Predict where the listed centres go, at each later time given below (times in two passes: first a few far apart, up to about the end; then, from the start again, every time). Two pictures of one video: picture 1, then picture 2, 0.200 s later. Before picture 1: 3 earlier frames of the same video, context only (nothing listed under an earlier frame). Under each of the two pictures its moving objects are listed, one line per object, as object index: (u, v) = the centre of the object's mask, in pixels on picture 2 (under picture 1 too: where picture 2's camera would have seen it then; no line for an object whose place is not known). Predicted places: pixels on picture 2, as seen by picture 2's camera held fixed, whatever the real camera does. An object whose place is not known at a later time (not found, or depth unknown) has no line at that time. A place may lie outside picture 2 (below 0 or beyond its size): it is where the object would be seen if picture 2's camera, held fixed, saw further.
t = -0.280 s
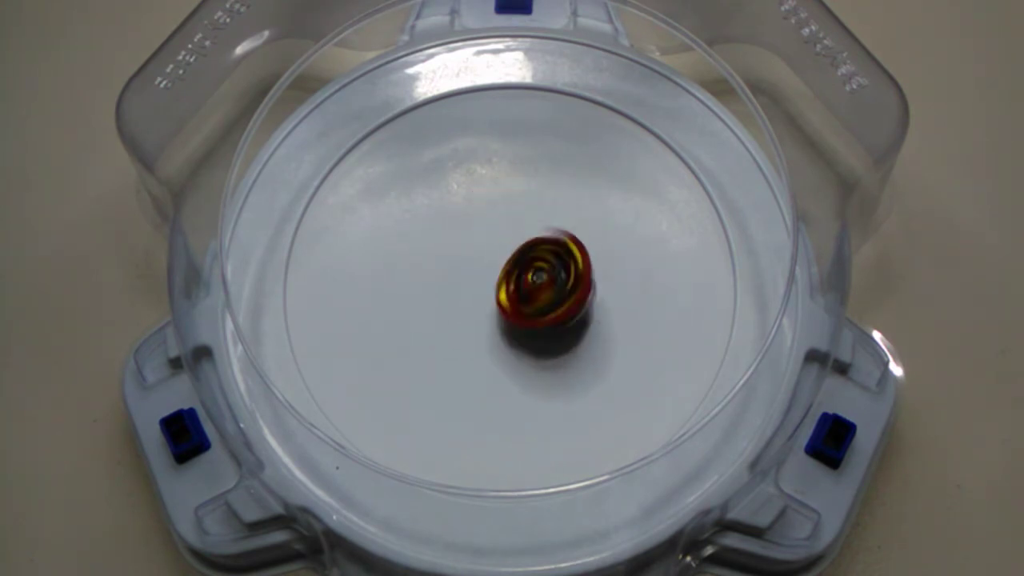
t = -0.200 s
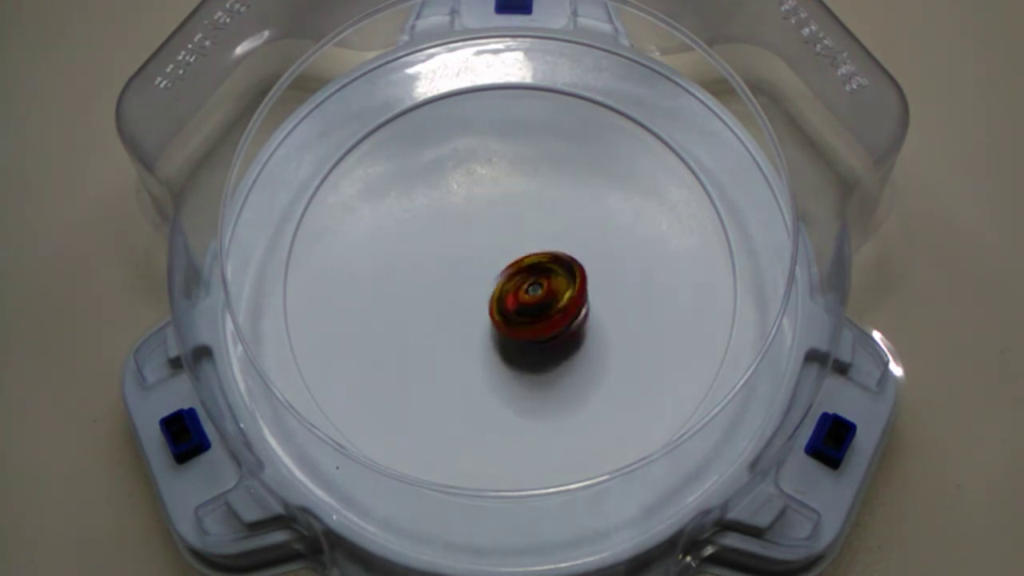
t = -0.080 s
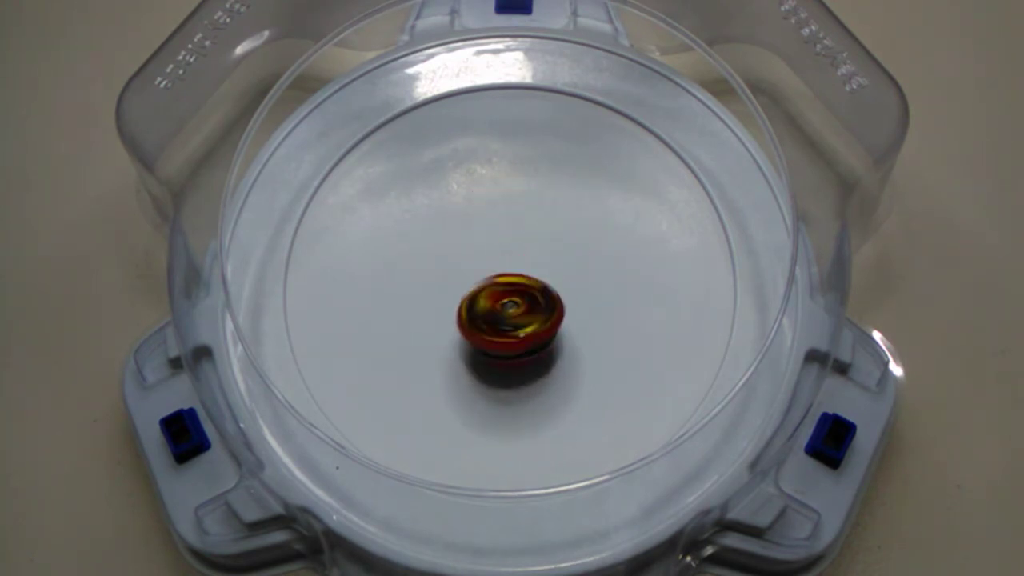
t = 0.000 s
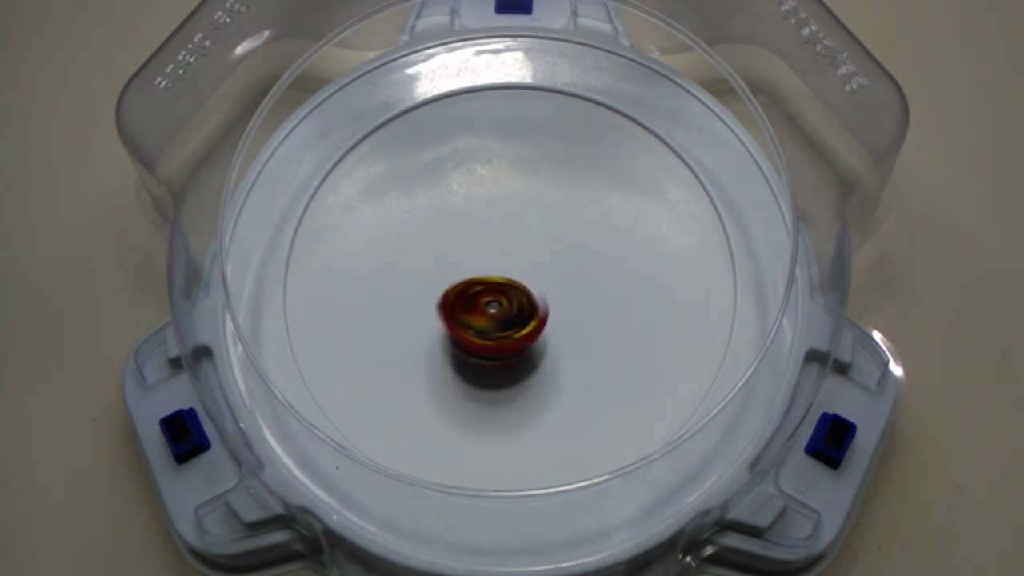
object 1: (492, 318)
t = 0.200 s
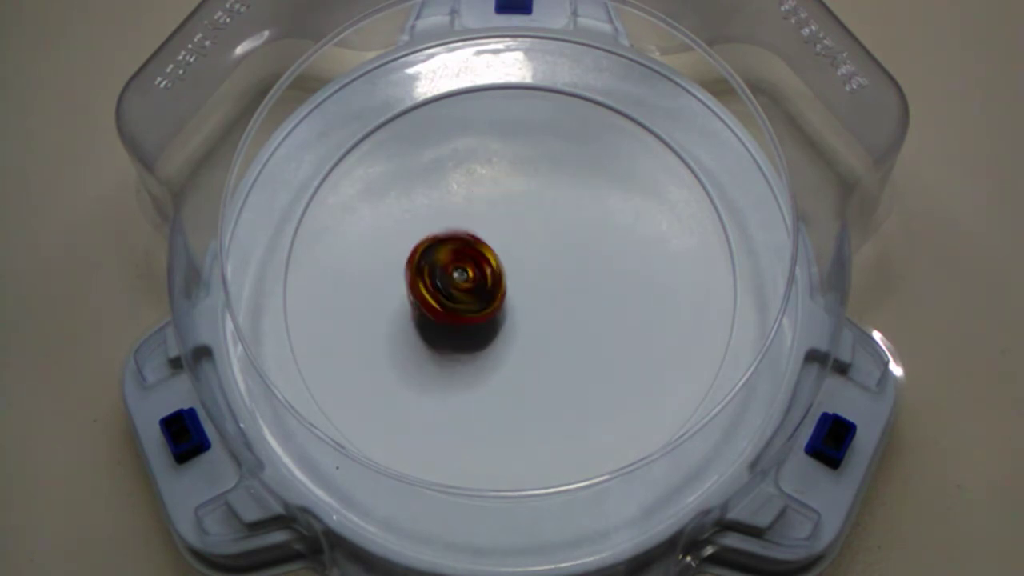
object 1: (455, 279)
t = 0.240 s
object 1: (455, 270)
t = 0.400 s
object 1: (480, 236)
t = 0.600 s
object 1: (528, 240)
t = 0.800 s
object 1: (541, 283)
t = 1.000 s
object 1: (498, 307)
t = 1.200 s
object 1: (464, 273)
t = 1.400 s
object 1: (485, 231)
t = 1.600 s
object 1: (535, 232)
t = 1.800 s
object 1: (551, 277)
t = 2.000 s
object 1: (513, 306)
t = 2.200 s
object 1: (477, 277)
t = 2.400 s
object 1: (495, 238)
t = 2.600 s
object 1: (542, 239)
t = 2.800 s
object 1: (558, 286)
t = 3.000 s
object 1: (516, 315)
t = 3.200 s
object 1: (477, 289)
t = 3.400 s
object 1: (489, 250)
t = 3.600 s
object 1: (524, 246)
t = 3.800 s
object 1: (547, 283)
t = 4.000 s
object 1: (515, 316)
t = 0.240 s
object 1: (455, 270)
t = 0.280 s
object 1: (461, 254)
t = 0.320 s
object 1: (466, 246)
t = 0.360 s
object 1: (472, 240)
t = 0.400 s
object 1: (480, 236)
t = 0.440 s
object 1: (488, 233)
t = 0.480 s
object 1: (504, 231)
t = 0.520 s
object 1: (512, 232)
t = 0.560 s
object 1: (520, 236)
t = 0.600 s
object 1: (528, 240)
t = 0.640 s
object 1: (534, 245)
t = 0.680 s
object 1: (540, 260)
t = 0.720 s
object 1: (543, 269)
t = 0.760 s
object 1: (543, 275)
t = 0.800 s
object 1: (541, 283)
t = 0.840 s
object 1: (536, 291)
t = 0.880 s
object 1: (525, 302)
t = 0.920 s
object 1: (517, 304)
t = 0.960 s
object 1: (507, 306)
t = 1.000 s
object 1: (498, 307)
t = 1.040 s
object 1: (491, 305)
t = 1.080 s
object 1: (482, 301)
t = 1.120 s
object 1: (469, 290)
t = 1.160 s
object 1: (466, 283)
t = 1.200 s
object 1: (464, 273)
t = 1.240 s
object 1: (463, 265)
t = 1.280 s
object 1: (464, 258)
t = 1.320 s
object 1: (472, 241)
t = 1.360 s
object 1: (478, 235)
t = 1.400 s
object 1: (485, 231)
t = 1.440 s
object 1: (493, 228)
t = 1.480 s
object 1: (501, 225)
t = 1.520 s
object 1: (518, 225)
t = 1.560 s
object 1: (527, 228)
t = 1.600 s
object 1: (535, 232)
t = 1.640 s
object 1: (542, 237)
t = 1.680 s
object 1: (546, 245)
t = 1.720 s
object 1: (553, 261)
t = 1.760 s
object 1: (553, 267)
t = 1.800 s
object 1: (551, 277)
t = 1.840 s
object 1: (546, 284)
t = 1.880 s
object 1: (543, 293)
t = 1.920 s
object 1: (537, 298)
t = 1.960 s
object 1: (520, 305)
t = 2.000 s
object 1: (513, 306)
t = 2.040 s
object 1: (505, 304)
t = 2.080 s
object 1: (495, 301)
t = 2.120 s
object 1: (488, 298)
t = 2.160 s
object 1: (479, 285)
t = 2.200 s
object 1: (477, 277)
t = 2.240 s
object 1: (475, 271)
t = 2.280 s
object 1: (477, 263)
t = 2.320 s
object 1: (479, 255)
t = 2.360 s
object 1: (488, 243)
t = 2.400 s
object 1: (495, 238)
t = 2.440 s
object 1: (502, 234)
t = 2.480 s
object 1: (510, 233)
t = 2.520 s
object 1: (518, 232)
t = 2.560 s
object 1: (535, 235)
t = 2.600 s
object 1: (542, 239)
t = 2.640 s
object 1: (548, 245)
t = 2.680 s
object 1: (554, 251)
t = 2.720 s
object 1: (558, 258)
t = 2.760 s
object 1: (559, 267)
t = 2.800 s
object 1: (558, 286)
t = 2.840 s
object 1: (555, 293)
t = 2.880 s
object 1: (549, 300)
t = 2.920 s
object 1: (541, 307)
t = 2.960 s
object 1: (536, 311)
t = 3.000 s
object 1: (516, 315)
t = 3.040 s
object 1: (507, 316)
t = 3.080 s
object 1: (500, 313)
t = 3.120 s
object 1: (491, 308)
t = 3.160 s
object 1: (483, 304)
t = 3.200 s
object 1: (477, 289)
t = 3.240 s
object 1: (474, 282)
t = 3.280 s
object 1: (474, 276)
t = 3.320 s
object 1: (476, 270)
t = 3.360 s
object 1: (479, 260)
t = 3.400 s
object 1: (489, 250)
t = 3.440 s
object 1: (496, 247)
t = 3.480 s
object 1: (503, 244)
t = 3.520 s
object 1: (510, 244)
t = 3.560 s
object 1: (517, 244)
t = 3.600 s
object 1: (524, 246)
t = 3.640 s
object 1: (537, 253)
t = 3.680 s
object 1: (541, 259)
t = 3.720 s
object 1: (545, 266)
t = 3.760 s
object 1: (547, 273)
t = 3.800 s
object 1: (547, 283)
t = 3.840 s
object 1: (543, 298)
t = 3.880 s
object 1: (537, 303)
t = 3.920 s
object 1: (530, 309)
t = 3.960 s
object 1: (523, 315)
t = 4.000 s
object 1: (515, 316)
